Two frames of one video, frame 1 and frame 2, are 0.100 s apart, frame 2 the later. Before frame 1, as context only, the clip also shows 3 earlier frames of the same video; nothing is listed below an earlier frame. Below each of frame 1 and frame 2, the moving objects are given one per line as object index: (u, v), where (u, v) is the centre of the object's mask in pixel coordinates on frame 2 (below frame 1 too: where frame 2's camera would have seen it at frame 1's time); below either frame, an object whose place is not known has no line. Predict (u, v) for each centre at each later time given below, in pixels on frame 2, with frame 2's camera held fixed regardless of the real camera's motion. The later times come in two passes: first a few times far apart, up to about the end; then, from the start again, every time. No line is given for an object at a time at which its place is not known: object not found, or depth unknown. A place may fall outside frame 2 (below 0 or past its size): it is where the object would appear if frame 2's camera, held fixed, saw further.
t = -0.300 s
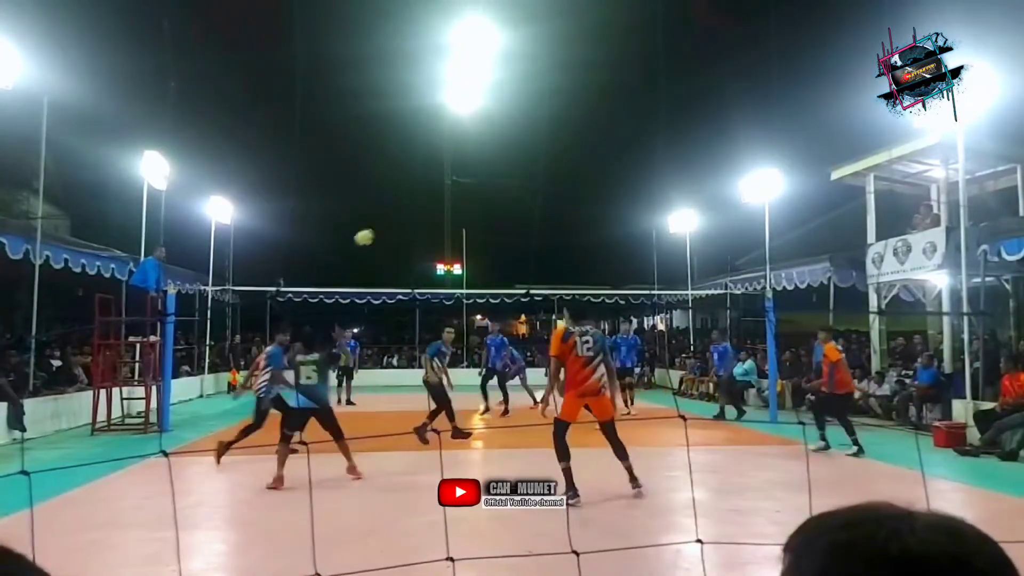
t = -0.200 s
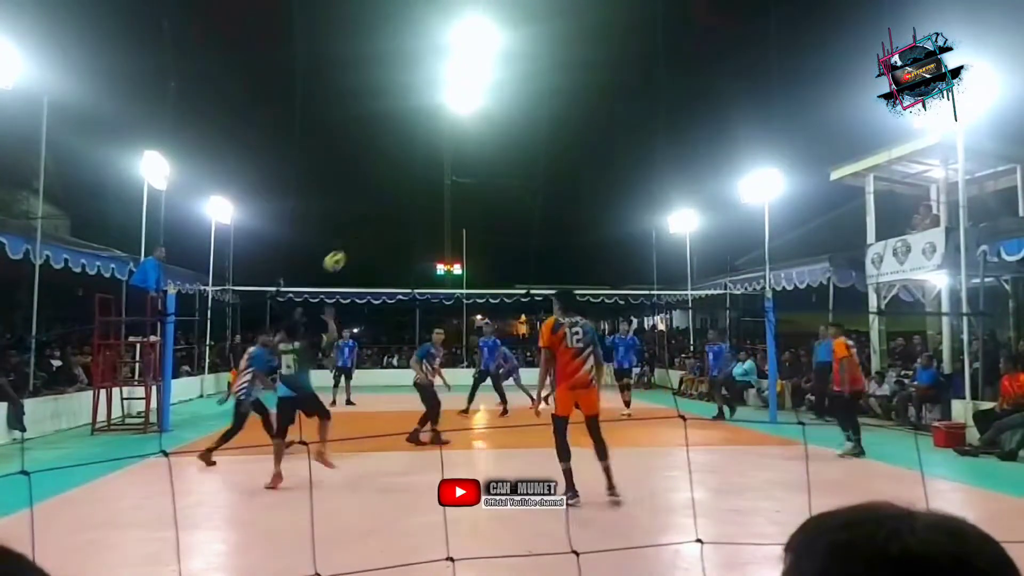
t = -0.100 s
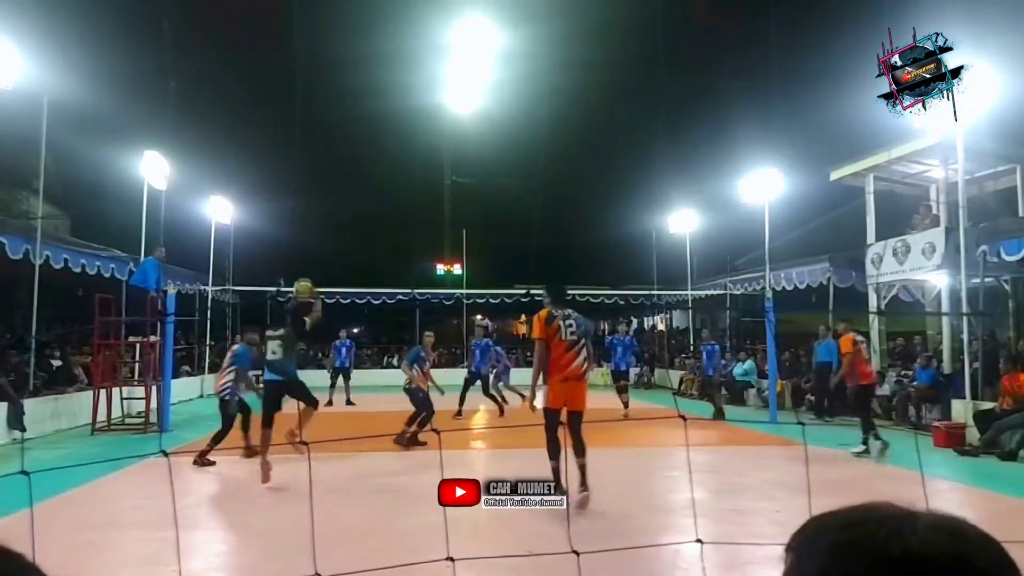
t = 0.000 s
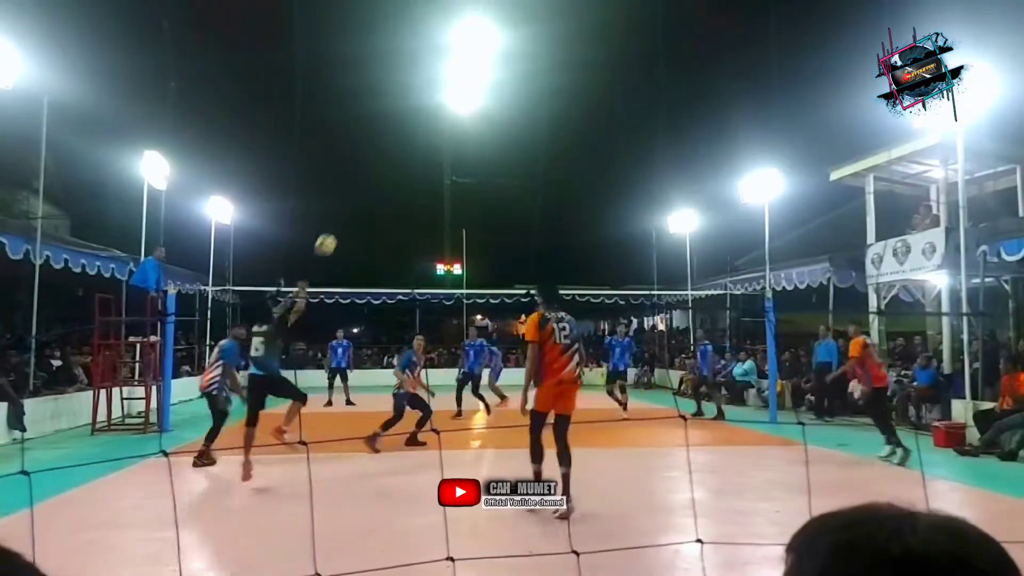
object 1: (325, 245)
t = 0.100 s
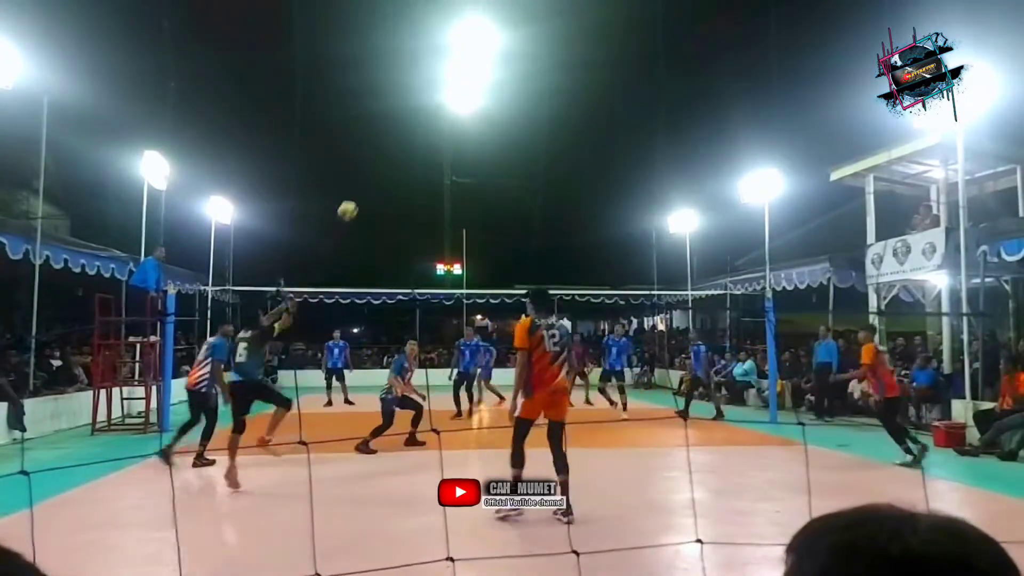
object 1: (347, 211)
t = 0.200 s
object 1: (367, 187)
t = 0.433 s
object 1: (406, 166)
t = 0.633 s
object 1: (433, 179)
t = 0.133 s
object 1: (355, 201)
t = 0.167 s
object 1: (361, 193)
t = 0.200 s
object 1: (367, 187)
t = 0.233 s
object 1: (374, 181)
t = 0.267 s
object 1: (380, 177)
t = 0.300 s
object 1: (385, 173)
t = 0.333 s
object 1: (391, 170)
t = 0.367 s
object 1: (396, 168)
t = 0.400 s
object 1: (402, 166)
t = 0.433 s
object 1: (406, 166)
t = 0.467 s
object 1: (411, 166)
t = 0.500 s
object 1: (415, 166)
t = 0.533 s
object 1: (421, 169)
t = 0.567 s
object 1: (426, 171)
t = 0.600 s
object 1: (429, 175)
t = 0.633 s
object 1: (433, 179)
